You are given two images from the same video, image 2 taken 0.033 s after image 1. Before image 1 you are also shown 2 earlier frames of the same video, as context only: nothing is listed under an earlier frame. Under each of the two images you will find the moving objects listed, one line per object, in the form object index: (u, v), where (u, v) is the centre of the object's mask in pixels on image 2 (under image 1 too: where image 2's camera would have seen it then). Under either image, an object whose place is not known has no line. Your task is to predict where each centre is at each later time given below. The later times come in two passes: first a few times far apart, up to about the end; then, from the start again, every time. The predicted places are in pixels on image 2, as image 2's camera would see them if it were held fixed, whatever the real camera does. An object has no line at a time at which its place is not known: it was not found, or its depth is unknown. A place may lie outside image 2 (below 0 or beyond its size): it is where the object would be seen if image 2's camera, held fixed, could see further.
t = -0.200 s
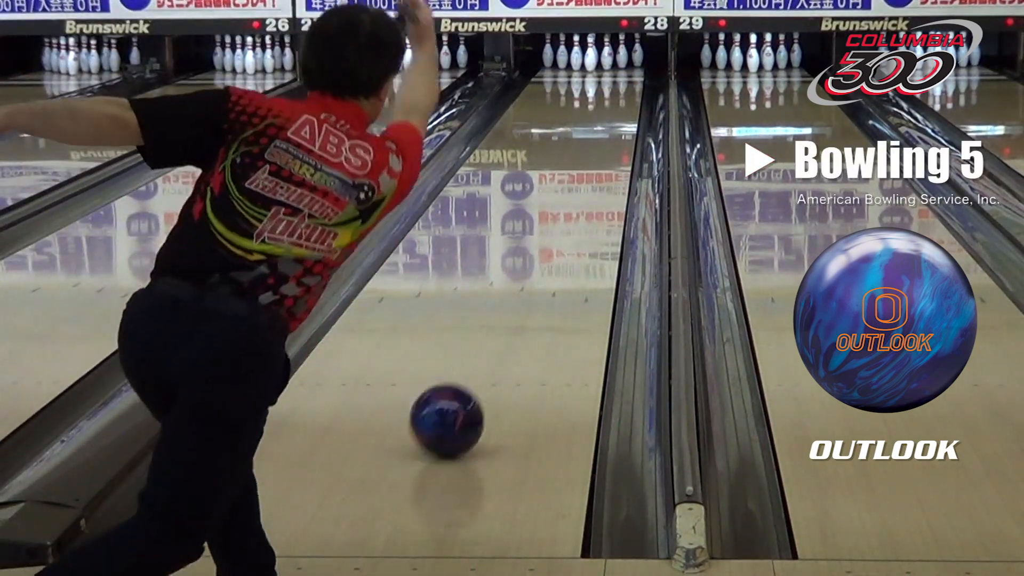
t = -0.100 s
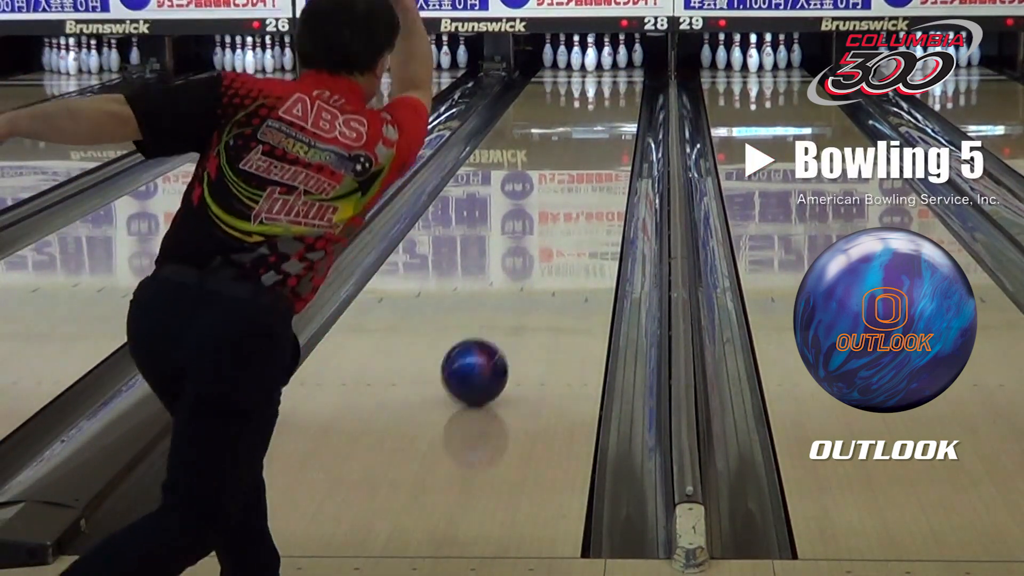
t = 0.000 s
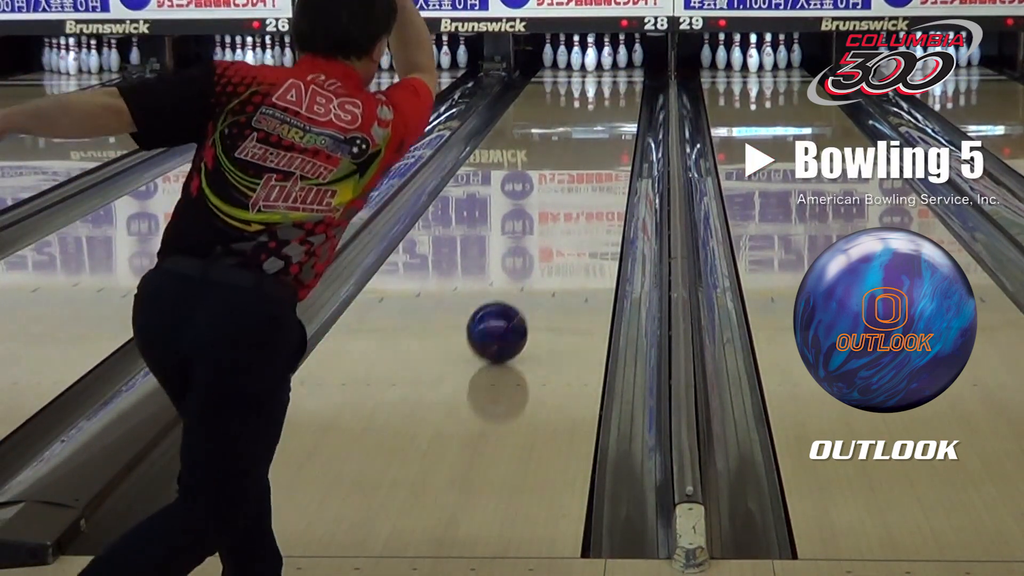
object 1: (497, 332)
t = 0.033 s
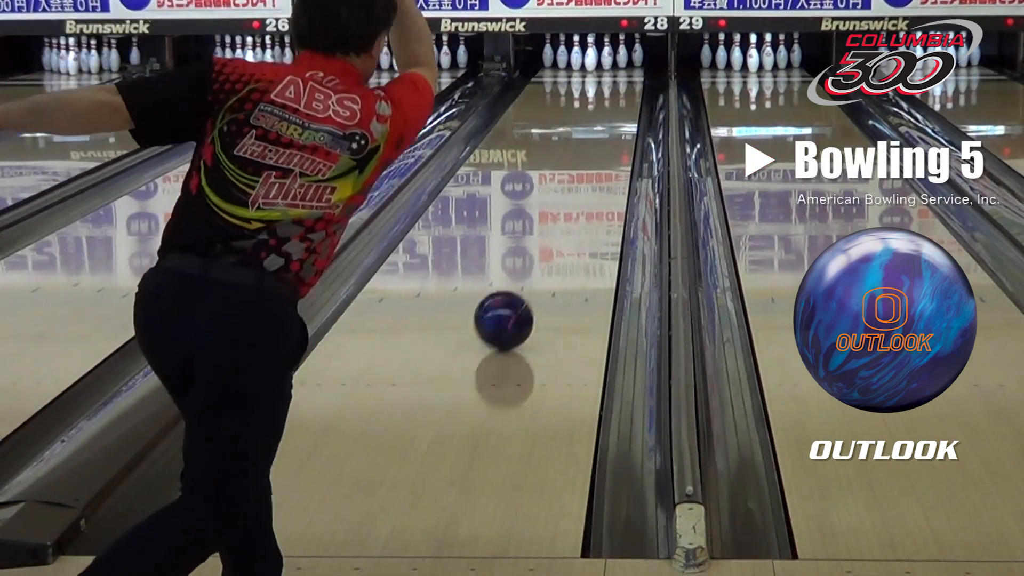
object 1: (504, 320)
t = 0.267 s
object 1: (540, 254)
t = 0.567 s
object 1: (570, 196)
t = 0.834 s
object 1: (587, 158)
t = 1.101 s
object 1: (599, 131)
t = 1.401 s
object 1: (607, 106)
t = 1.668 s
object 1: (608, 89)
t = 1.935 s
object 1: (606, 75)
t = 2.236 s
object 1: (599, 63)
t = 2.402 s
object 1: (600, 60)
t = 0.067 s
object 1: (509, 309)
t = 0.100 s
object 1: (515, 299)
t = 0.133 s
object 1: (521, 289)
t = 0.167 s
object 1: (526, 280)
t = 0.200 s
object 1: (531, 271)
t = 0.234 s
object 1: (535, 262)
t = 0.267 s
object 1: (540, 254)
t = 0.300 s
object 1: (544, 247)
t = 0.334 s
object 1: (548, 239)
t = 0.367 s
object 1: (551, 232)
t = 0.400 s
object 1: (555, 226)
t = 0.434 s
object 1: (558, 219)
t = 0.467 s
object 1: (561, 213)
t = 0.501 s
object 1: (564, 207)
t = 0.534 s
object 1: (567, 201)
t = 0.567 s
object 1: (570, 196)
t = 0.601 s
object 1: (572, 191)
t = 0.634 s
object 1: (575, 186)
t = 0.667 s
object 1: (577, 181)
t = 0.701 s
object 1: (579, 176)
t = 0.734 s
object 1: (582, 171)
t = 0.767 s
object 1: (584, 167)
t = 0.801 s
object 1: (585, 163)
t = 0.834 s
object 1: (587, 158)
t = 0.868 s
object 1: (589, 154)
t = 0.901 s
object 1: (591, 151)
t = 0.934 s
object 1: (592, 147)
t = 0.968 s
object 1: (594, 144)
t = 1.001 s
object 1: (595, 140)
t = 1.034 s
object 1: (596, 137)
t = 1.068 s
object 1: (598, 134)
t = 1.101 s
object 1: (599, 131)
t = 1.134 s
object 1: (600, 128)
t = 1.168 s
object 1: (601, 125)
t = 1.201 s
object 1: (602, 122)
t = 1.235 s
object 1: (603, 119)
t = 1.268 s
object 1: (604, 116)
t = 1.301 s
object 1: (605, 114)
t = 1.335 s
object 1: (606, 111)
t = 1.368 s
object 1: (606, 109)
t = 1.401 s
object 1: (607, 106)
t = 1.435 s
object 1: (607, 104)
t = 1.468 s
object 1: (608, 101)
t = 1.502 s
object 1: (608, 99)
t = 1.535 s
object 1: (608, 97)
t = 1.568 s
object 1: (609, 95)
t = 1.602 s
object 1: (609, 93)
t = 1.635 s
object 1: (609, 91)
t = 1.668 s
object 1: (608, 89)
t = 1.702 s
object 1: (608, 87)
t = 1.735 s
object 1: (608, 85)
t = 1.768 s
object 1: (608, 83)
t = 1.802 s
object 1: (608, 82)
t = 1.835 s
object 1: (607, 80)
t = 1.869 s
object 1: (607, 78)
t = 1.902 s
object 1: (606, 77)
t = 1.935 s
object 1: (606, 75)
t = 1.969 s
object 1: (605, 74)
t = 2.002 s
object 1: (605, 72)
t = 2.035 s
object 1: (604, 71)
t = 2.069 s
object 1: (603, 69)
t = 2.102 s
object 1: (602, 68)
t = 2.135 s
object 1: (601, 67)
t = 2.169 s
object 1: (600, 65)
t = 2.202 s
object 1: (600, 64)
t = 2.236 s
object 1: (599, 63)
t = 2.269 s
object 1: (599, 62)
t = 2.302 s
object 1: (600, 61)
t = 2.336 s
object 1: (599, 61)
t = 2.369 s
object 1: (600, 60)
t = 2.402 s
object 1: (600, 60)
